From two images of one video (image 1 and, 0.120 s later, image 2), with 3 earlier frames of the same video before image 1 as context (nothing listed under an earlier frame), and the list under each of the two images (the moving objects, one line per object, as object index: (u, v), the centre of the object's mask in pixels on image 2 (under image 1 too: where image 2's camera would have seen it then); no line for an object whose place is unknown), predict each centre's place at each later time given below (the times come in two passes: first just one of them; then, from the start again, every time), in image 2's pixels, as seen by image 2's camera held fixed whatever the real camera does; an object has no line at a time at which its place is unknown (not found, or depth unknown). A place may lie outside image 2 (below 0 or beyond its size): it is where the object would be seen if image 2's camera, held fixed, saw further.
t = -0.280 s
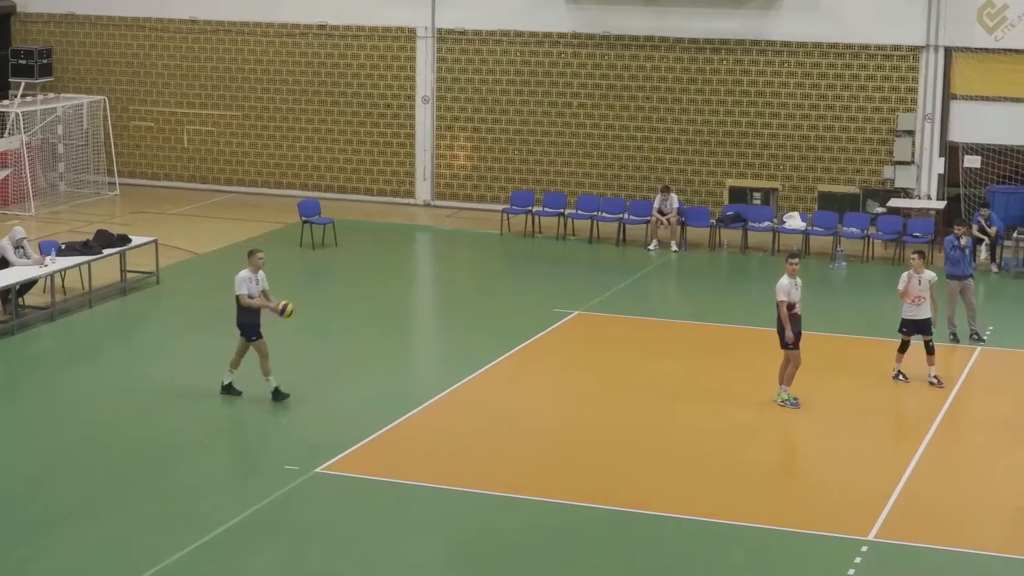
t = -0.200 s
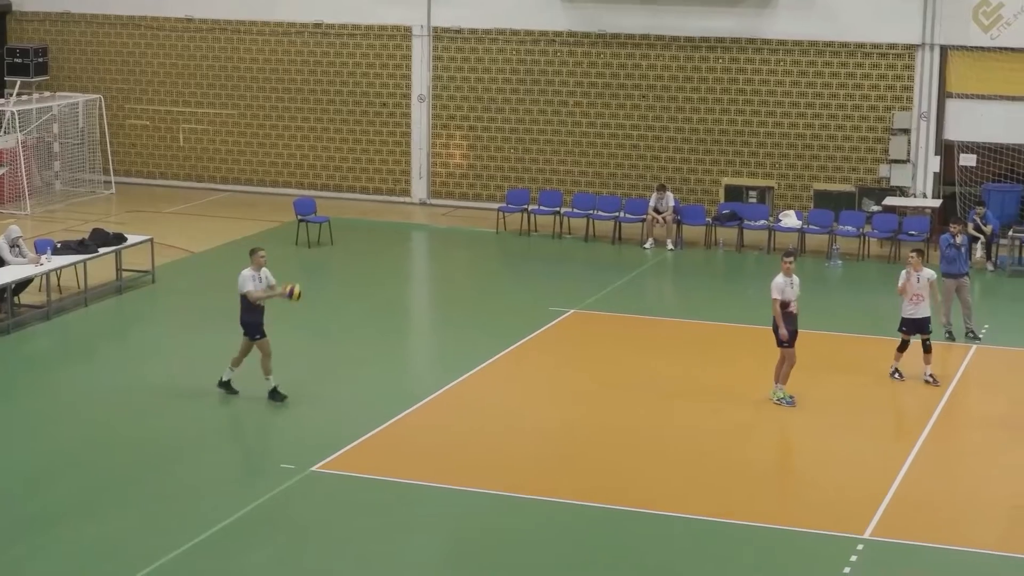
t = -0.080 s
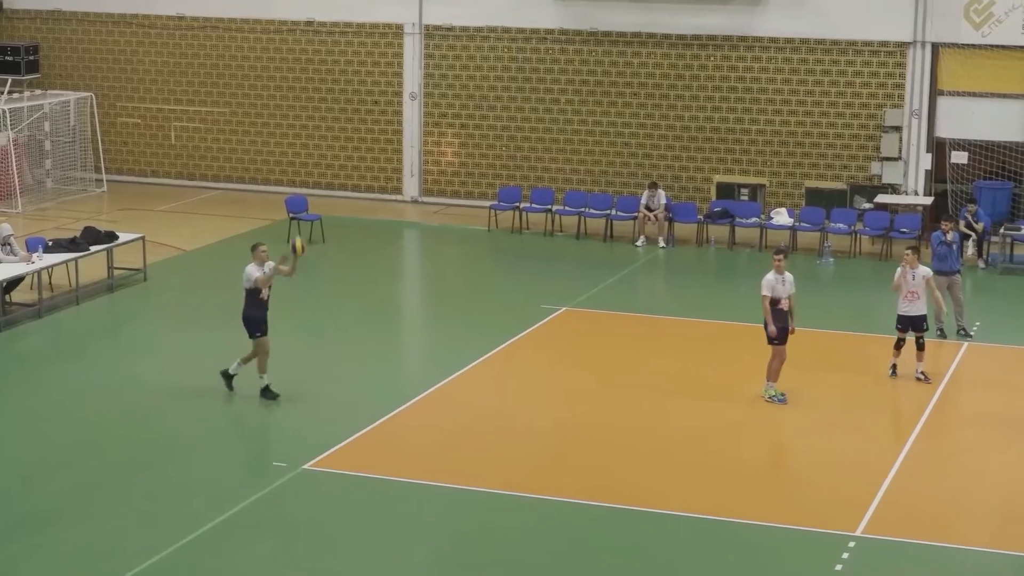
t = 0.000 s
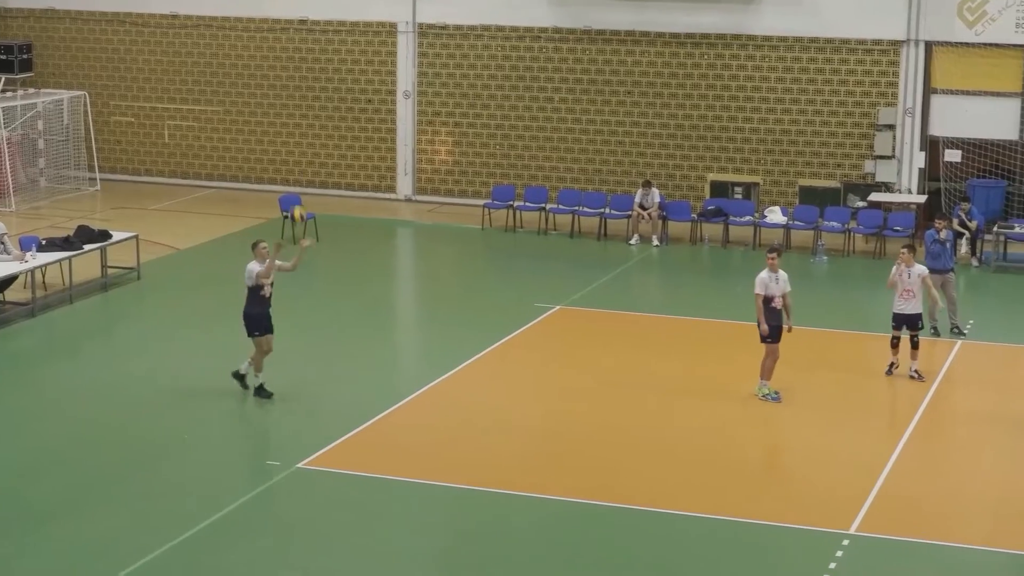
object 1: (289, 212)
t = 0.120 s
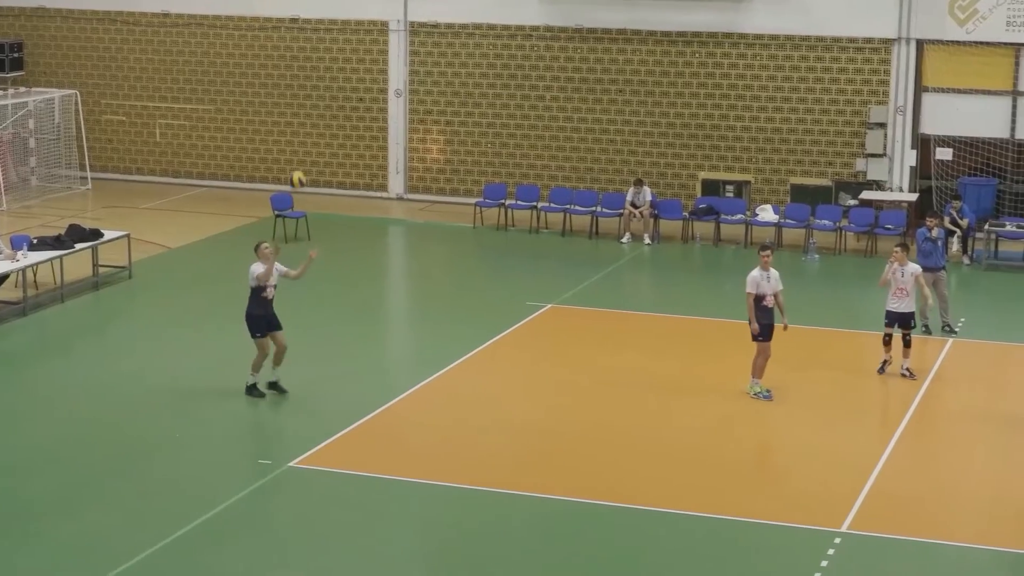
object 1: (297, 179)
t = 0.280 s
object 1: (308, 152)
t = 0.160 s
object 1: (300, 171)
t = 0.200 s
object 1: (303, 163)
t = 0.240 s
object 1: (305, 157)
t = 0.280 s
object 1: (308, 152)
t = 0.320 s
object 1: (311, 149)
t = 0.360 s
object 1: (313, 146)
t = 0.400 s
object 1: (317, 145)
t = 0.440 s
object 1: (319, 145)
